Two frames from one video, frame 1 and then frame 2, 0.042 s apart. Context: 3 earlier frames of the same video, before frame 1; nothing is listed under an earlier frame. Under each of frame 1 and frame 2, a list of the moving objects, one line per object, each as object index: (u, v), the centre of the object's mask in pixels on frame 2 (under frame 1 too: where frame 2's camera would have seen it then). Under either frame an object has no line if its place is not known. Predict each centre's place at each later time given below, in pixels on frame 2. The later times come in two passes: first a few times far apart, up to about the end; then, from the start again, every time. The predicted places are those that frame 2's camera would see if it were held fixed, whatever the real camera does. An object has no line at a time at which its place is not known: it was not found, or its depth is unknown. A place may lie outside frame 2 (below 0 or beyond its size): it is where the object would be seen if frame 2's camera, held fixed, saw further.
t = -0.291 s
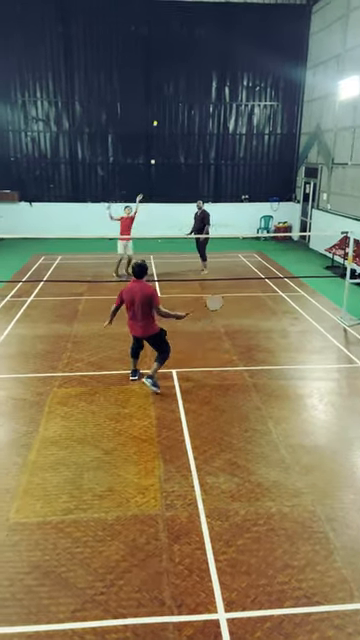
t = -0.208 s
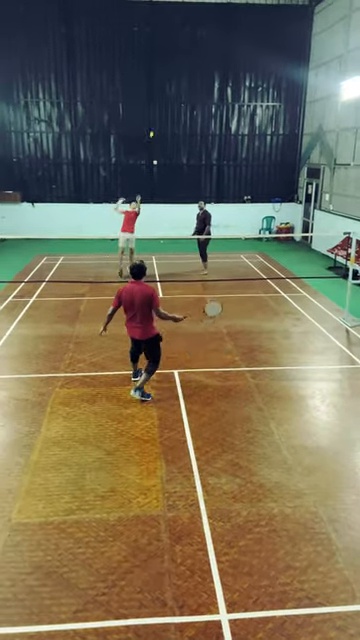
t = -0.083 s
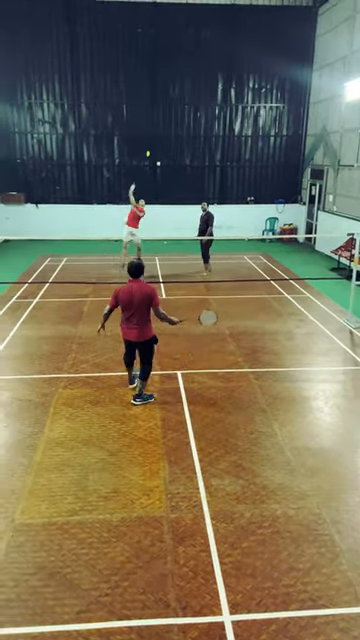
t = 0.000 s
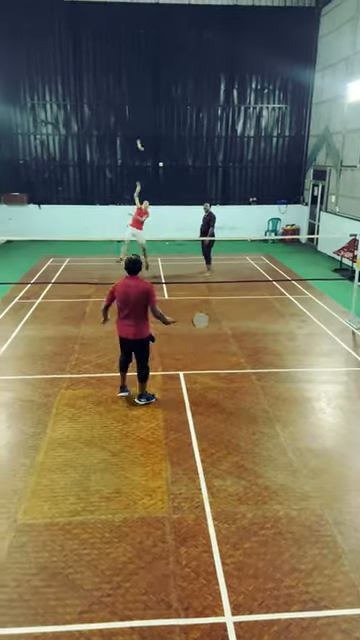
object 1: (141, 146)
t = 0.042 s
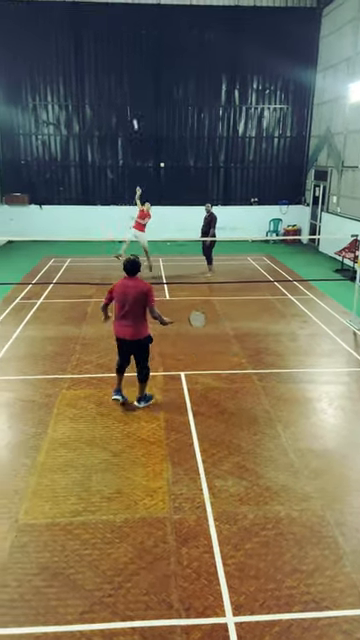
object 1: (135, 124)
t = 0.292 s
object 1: (101, 39)
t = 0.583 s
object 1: (62, 0)
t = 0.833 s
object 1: (29, 35)
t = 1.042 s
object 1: (8, 123)
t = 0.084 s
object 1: (129, 108)
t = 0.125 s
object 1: (123, 92)
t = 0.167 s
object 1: (118, 77)
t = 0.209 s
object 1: (112, 63)
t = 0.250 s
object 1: (106, 50)
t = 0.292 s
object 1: (101, 39)
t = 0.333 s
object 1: (95, 28)
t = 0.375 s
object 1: (90, 20)
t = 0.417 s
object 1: (84, 13)
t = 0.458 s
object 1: (78, 7)
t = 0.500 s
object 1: (73, 3)
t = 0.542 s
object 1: (68, 0)
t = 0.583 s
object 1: (62, 0)
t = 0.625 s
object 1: (56, 0)
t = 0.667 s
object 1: (50, 3)
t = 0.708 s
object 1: (45, 8)
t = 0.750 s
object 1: (39, 15)
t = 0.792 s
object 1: (34, 24)
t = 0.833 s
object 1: (29, 35)
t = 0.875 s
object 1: (25, 48)
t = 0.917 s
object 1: (20, 64)
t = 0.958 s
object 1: (16, 81)
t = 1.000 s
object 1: (12, 101)
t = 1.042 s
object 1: (8, 123)
